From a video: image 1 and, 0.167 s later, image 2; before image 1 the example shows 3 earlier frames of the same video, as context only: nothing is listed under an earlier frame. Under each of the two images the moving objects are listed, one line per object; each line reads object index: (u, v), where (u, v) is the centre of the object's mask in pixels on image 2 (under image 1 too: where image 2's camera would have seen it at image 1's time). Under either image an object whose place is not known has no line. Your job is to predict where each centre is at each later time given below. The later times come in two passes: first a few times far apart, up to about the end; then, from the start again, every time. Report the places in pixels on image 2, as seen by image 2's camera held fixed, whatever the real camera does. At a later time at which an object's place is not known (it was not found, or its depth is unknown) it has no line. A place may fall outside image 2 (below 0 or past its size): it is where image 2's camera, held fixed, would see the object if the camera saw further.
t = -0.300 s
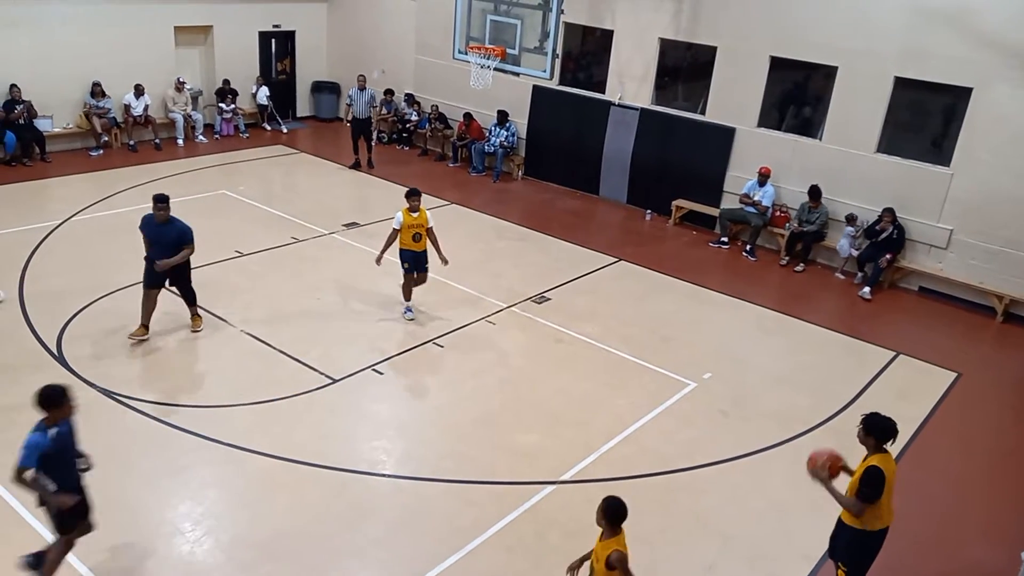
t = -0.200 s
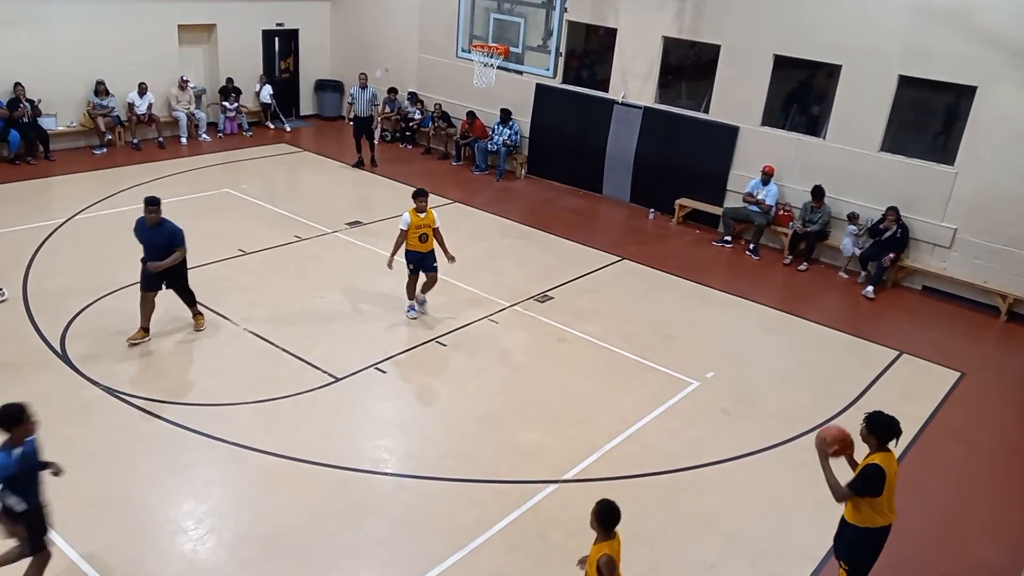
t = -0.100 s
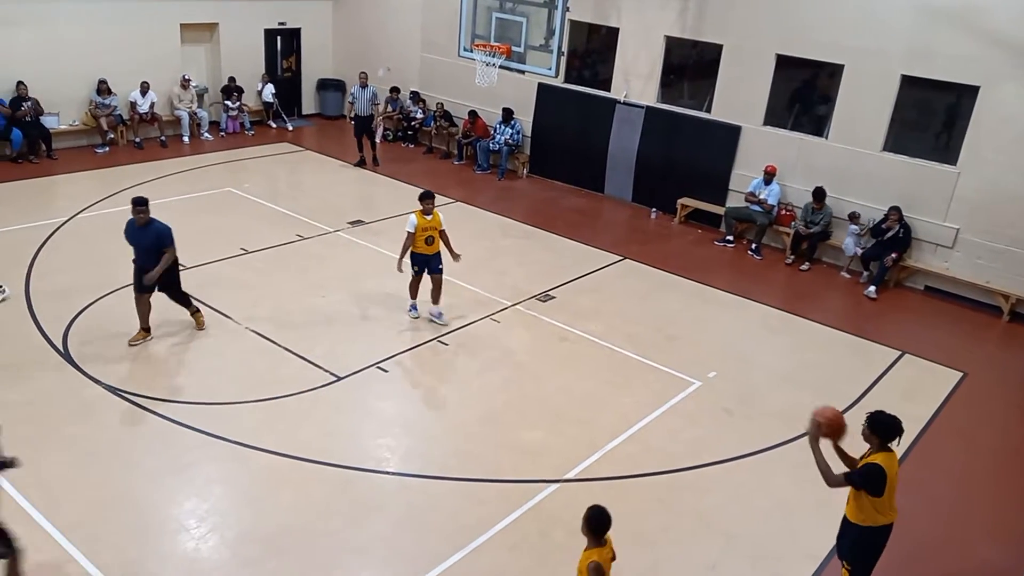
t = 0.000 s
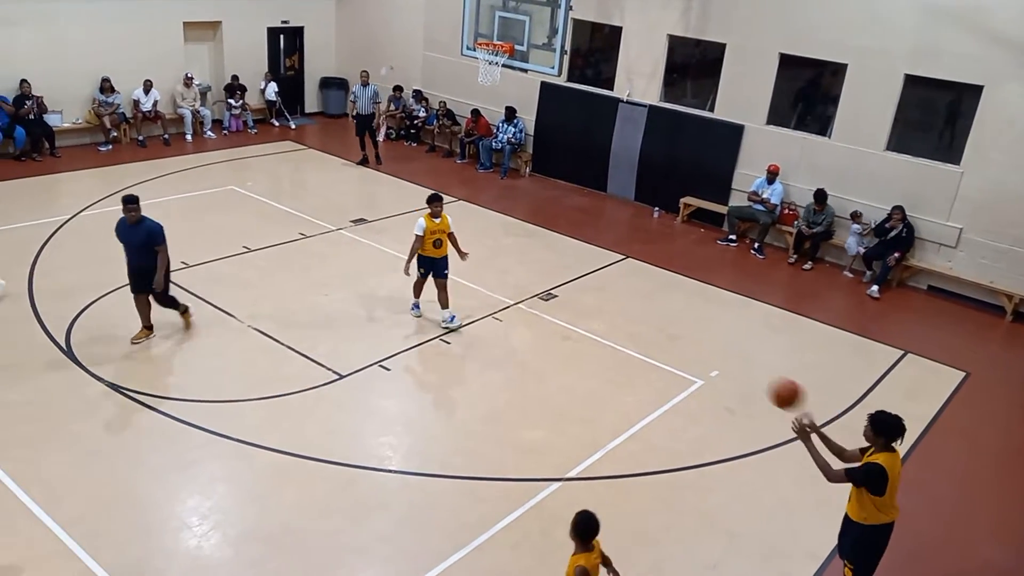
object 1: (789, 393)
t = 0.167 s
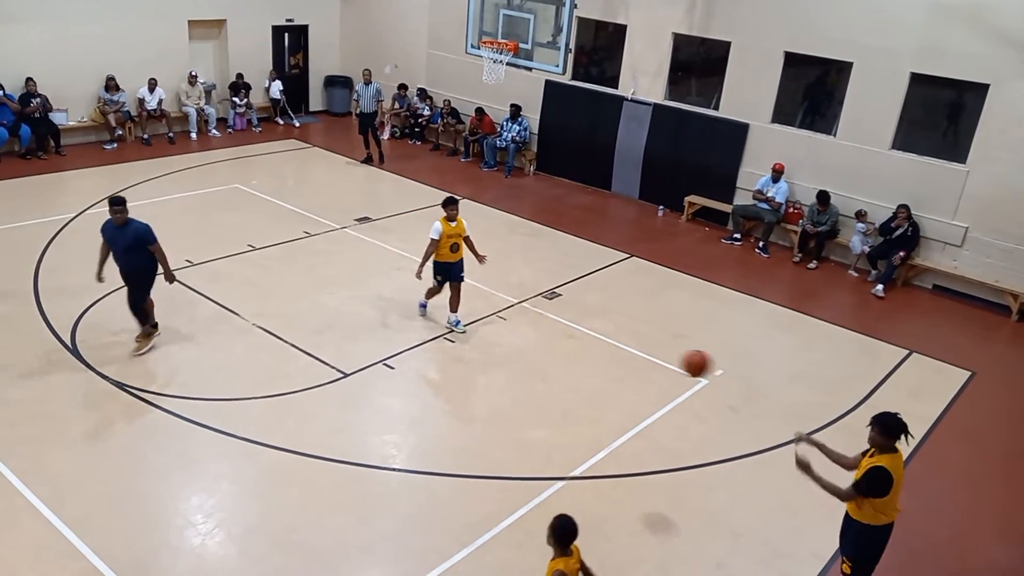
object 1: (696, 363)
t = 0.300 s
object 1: (629, 362)
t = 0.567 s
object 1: (532, 379)
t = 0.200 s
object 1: (679, 361)
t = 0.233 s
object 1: (662, 360)
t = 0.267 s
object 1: (646, 361)
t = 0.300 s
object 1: (629, 362)
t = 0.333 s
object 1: (615, 365)
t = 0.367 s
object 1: (601, 368)
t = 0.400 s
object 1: (587, 372)
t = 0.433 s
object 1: (573, 377)
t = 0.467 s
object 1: (560, 382)
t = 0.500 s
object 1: (548, 388)
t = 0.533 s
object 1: (537, 395)
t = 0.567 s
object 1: (532, 379)
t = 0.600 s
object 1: (529, 366)
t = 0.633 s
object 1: (525, 354)
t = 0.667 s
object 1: (521, 342)
